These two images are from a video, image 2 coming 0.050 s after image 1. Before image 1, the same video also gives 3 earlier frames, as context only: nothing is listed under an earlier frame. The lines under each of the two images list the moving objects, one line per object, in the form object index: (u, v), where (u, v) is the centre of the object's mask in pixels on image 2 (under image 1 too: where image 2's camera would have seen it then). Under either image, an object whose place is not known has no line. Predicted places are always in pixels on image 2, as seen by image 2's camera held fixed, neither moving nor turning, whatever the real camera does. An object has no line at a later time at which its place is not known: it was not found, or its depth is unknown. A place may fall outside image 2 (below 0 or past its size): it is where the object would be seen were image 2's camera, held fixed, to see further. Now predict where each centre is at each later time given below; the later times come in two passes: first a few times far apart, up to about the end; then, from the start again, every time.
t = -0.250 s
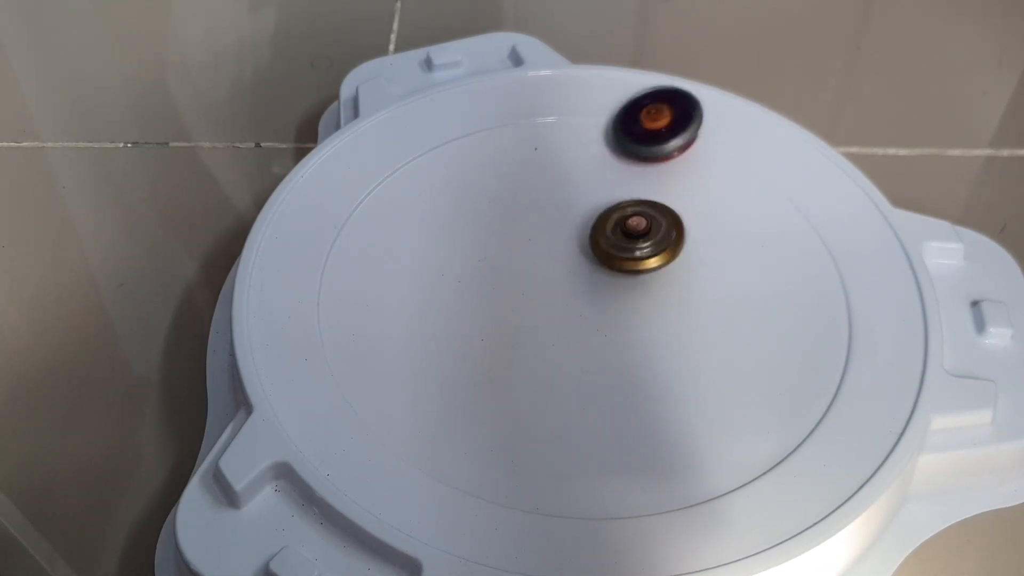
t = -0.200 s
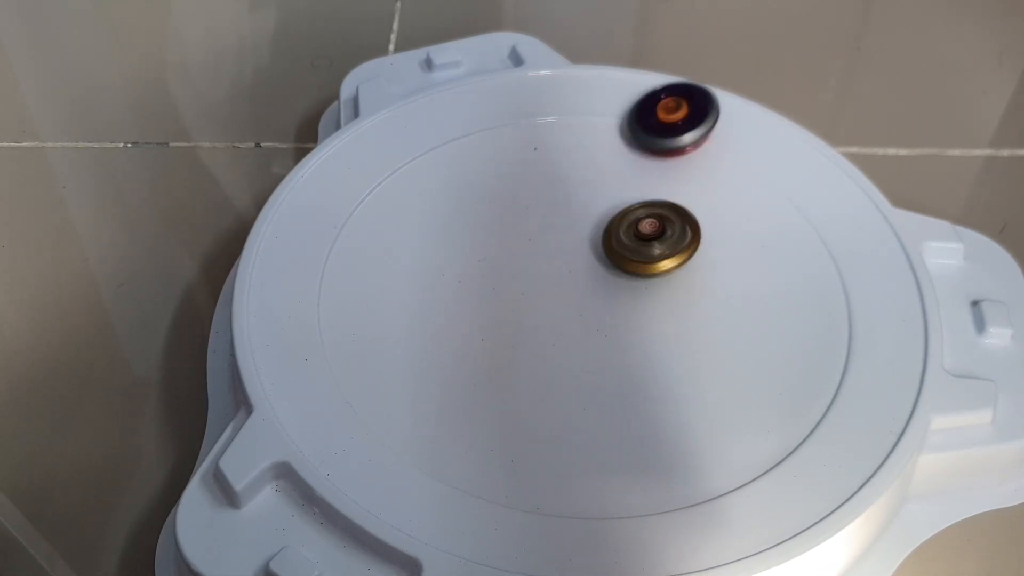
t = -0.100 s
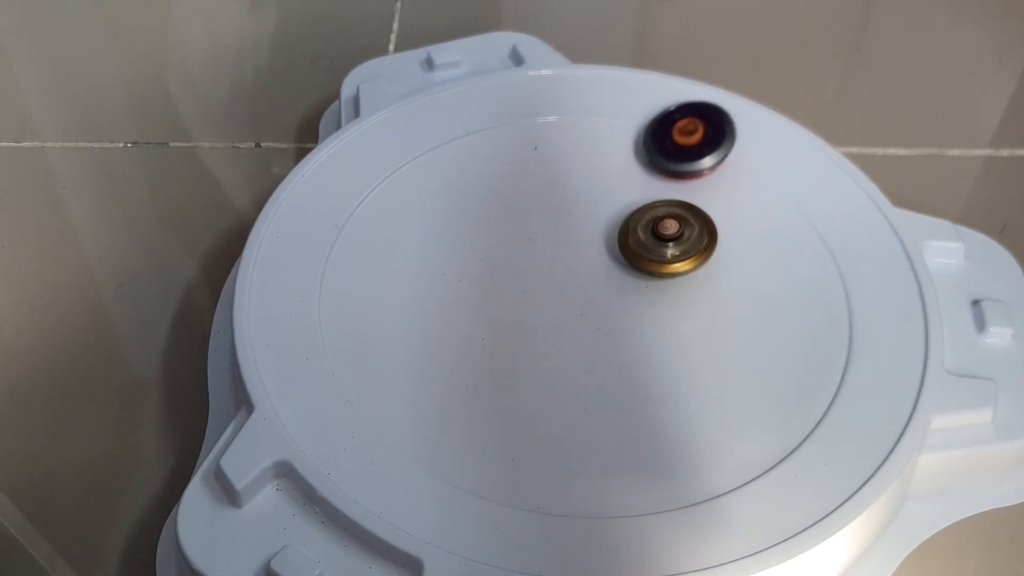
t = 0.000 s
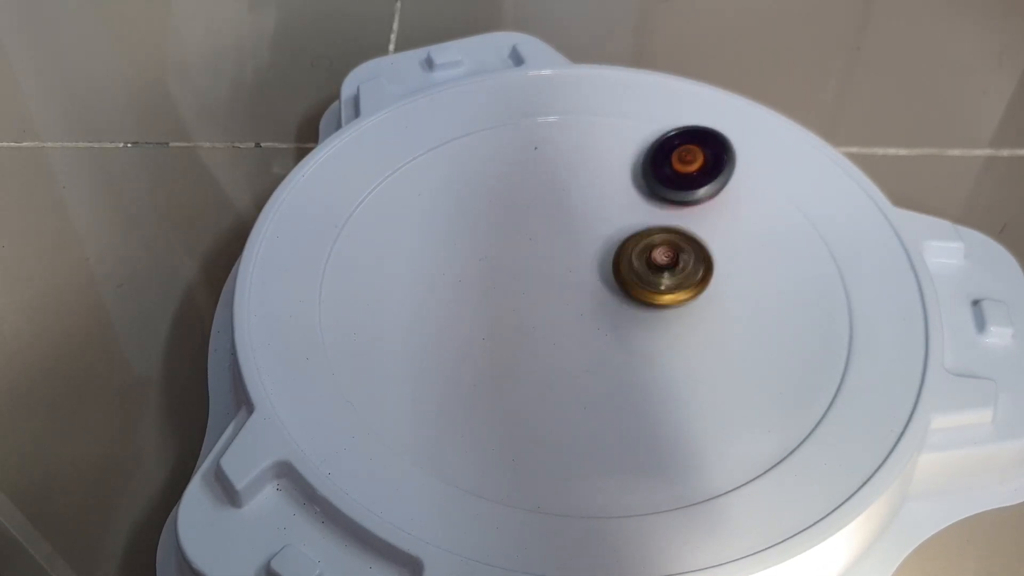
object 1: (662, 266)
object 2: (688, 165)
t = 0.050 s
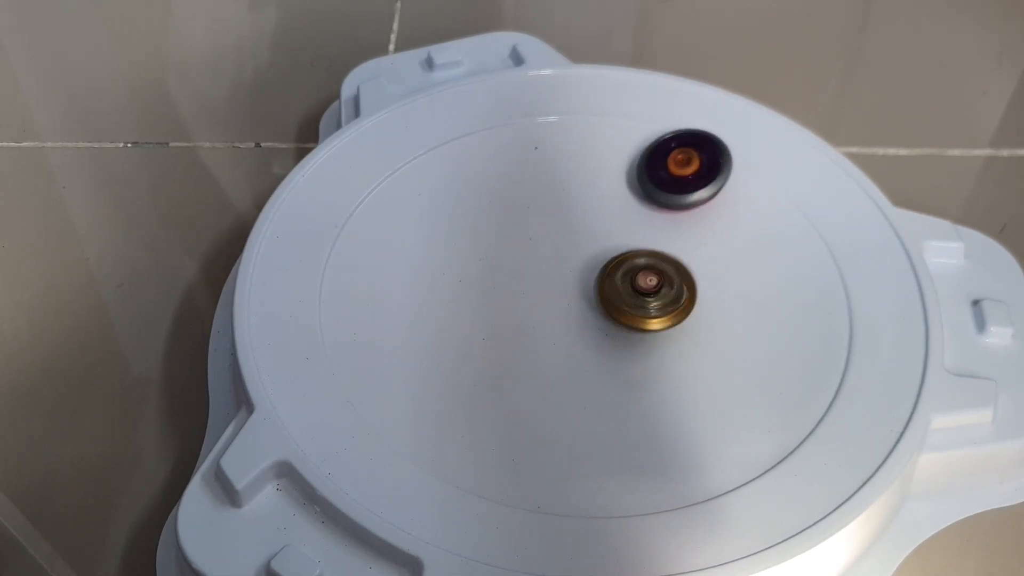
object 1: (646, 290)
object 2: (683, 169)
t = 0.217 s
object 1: (568, 322)
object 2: (641, 204)
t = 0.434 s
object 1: (471, 304)
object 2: (534, 222)
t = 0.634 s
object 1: (457, 421)
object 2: (488, 55)
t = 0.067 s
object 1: (639, 296)
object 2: (681, 171)
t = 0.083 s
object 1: (631, 301)
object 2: (679, 174)
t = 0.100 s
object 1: (624, 306)
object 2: (675, 177)
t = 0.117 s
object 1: (616, 309)
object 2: (672, 180)
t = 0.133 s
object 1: (608, 312)
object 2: (668, 184)
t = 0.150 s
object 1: (601, 315)
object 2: (663, 188)
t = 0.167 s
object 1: (593, 317)
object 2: (658, 192)
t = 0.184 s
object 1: (585, 319)
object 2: (653, 196)
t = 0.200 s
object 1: (577, 321)
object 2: (647, 200)
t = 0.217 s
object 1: (568, 322)
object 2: (641, 204)
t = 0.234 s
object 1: (560, 323)
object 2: (634, 208)
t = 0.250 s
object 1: (553, 323)
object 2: (627, 211)
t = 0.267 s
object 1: (544, 323)
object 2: (619, 214)
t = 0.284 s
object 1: (537, 323)
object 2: (611, 217)
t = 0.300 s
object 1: (528, 322)
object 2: (603, 219)
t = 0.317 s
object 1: (520, 322)
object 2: (593, 220)
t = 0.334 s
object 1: (513, 320)
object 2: (585, 222)
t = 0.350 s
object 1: (505, 318)
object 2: (576, 223)
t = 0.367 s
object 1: (498, 316)
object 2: (567, 223)
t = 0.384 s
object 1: (491, 314)
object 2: (559, 224)
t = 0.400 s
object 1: (484, 311)
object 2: (551, 223)
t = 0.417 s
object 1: (477, 308)
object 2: (542, 223)
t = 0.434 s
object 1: (471, 304)
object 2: (534, 222)
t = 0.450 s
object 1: (466, 300)
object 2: (526, 221)
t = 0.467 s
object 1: (461, 296)
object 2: (518, 220)
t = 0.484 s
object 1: (457, 291)
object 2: (511, 218)
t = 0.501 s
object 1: (453, 286)
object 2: (504, 216)
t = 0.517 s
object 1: (450, 281)
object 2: (498, 213)
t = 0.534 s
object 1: (449, 276)
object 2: (493, 210)
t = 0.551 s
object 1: (449, 284)
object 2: (488, 201)
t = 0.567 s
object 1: (448, 316)
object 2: (486, 168)
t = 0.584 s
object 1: (448, 345)
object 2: (484, 134)
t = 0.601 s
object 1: (450, 371)
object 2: (485, 106)
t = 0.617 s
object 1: (453, 397)
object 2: (486, 80)
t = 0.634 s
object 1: (457, 421)
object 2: (488, 55)
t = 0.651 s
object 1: (462, 444)
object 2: (490, 38)
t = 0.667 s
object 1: (470, 462)
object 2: (492, 29)
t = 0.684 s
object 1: (483, 475)
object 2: (494, 23)
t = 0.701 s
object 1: (496, 484)
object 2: (495, 19)
